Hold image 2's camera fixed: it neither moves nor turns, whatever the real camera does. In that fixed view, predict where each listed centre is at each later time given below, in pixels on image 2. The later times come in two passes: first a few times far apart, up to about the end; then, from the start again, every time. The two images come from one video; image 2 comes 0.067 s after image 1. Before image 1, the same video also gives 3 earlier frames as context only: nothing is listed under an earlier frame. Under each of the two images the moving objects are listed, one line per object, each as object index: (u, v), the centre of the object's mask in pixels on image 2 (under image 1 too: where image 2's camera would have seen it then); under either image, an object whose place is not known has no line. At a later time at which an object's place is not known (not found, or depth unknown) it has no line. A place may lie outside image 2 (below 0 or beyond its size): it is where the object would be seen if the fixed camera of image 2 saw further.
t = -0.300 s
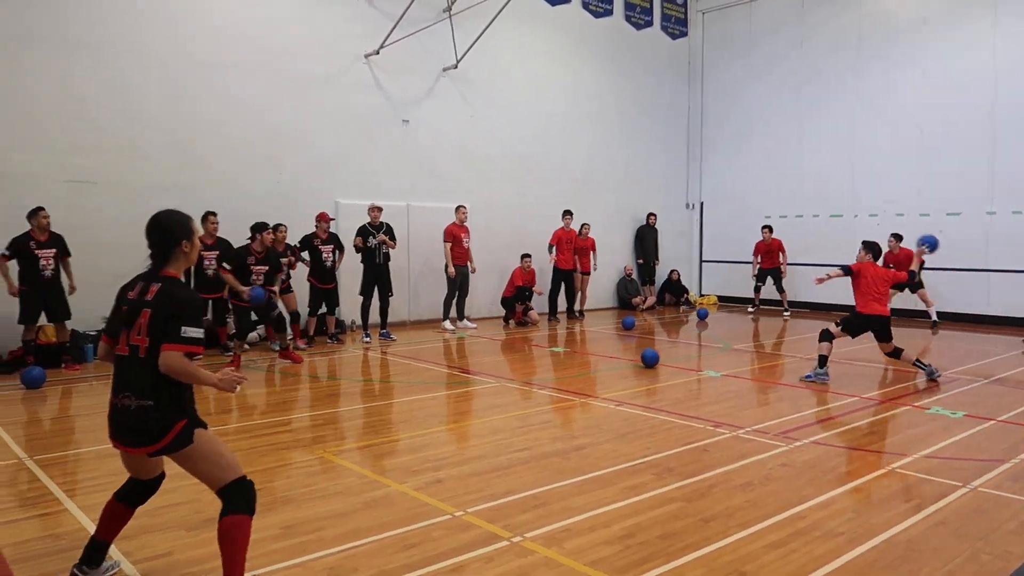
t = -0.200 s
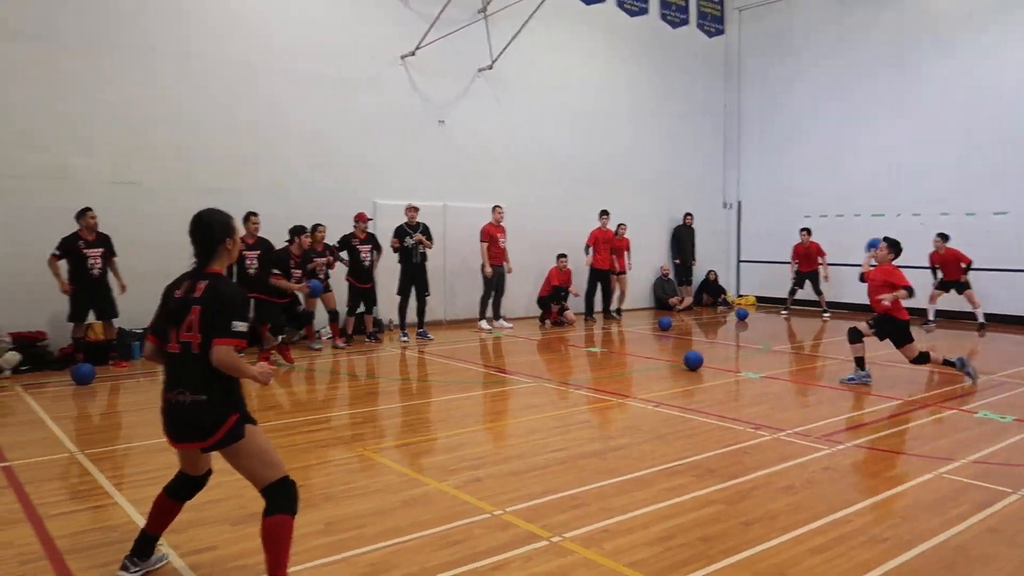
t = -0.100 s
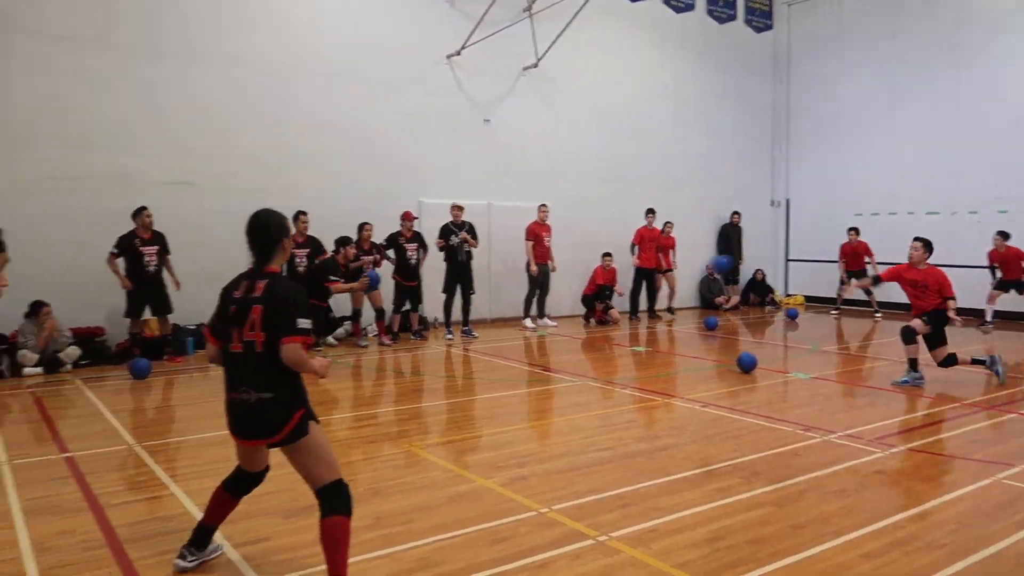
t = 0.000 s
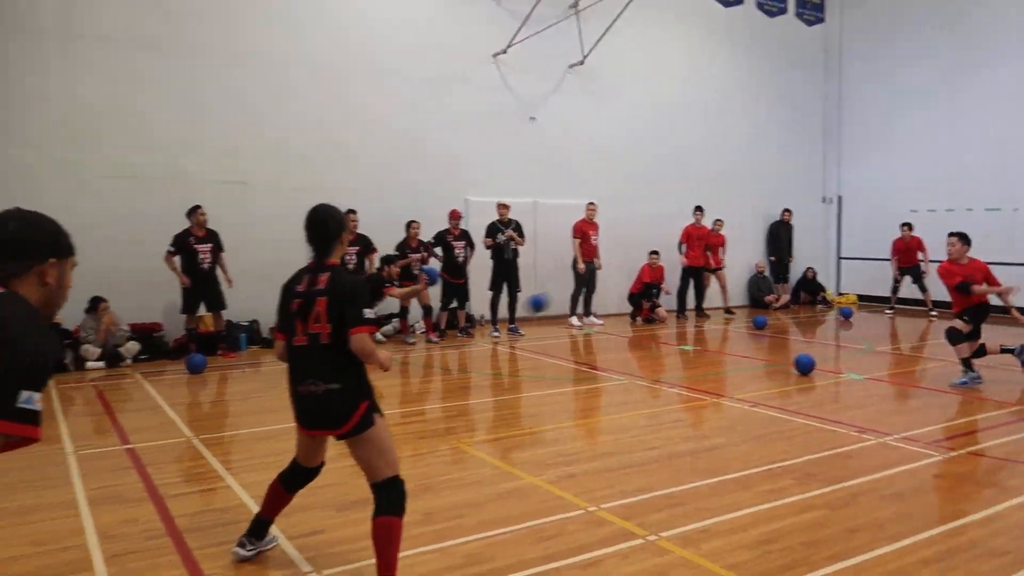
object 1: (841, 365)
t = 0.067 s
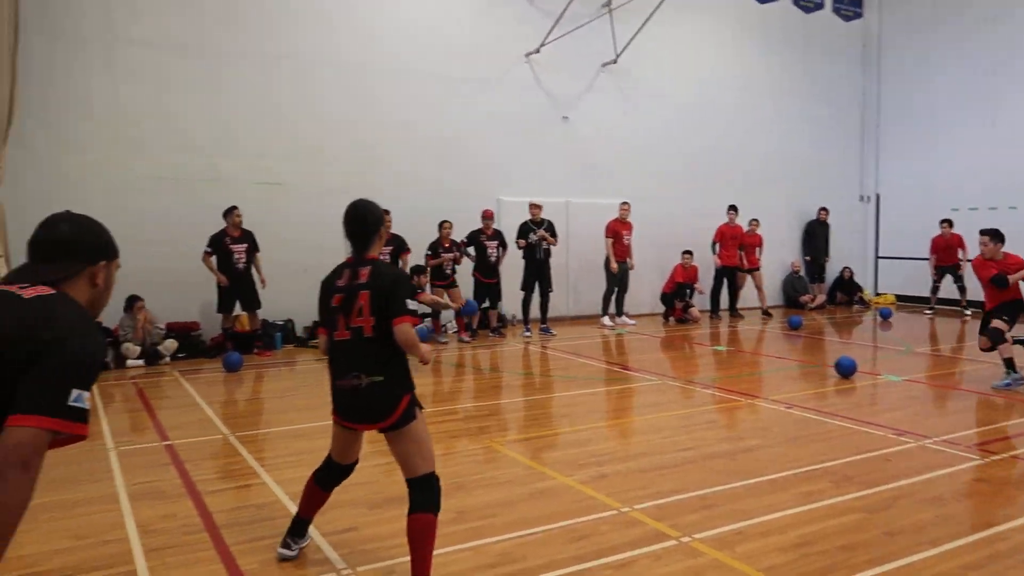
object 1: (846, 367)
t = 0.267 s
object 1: (858, 371)
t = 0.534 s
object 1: (876, 377)
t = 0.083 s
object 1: (847, 367)
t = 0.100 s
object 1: (848, 367)
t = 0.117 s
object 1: (849, 368)
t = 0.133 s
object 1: (850, 368)
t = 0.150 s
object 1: (851, 369)
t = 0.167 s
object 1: (852, 369)
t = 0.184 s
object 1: (853, 369)
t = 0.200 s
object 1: (854, 370)
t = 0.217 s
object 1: (855, 370)
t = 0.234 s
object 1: (856, 370)
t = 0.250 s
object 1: (857, 371)
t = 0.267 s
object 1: (858, 371)
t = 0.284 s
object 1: (859, 371)
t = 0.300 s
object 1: (861, 372)
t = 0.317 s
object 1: (862, 372)
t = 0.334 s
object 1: (863, 372)
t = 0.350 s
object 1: (864, 373)
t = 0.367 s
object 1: (865, 373)
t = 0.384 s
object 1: (866, 374)
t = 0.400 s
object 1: (867, 374)
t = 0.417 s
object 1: (868, 374)
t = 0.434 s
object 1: (869, 375)
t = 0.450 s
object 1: (870, 375)
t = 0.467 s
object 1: (871, 376)
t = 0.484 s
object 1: (872, 376)
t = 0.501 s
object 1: (874, 376)
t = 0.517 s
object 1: (875, 377)
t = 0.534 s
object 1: (876, 377)
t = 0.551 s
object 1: (877, 377)
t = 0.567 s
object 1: (878, 378)
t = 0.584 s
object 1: (880, 378)
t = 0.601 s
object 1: (881, 378)
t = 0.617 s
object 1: (882, 379)
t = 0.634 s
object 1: (883, 379)
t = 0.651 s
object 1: (884, 380)
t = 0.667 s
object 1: (886, 380)
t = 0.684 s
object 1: (887, 381)
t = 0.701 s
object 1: (888, 381)
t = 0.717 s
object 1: (890, 381)
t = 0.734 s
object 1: (891, 382)
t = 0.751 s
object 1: (892, 382)
